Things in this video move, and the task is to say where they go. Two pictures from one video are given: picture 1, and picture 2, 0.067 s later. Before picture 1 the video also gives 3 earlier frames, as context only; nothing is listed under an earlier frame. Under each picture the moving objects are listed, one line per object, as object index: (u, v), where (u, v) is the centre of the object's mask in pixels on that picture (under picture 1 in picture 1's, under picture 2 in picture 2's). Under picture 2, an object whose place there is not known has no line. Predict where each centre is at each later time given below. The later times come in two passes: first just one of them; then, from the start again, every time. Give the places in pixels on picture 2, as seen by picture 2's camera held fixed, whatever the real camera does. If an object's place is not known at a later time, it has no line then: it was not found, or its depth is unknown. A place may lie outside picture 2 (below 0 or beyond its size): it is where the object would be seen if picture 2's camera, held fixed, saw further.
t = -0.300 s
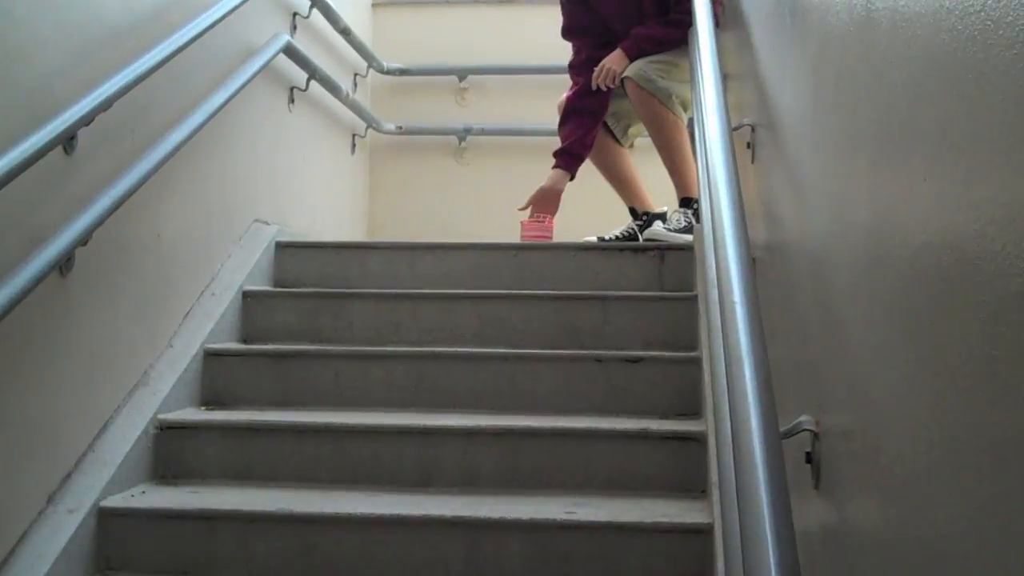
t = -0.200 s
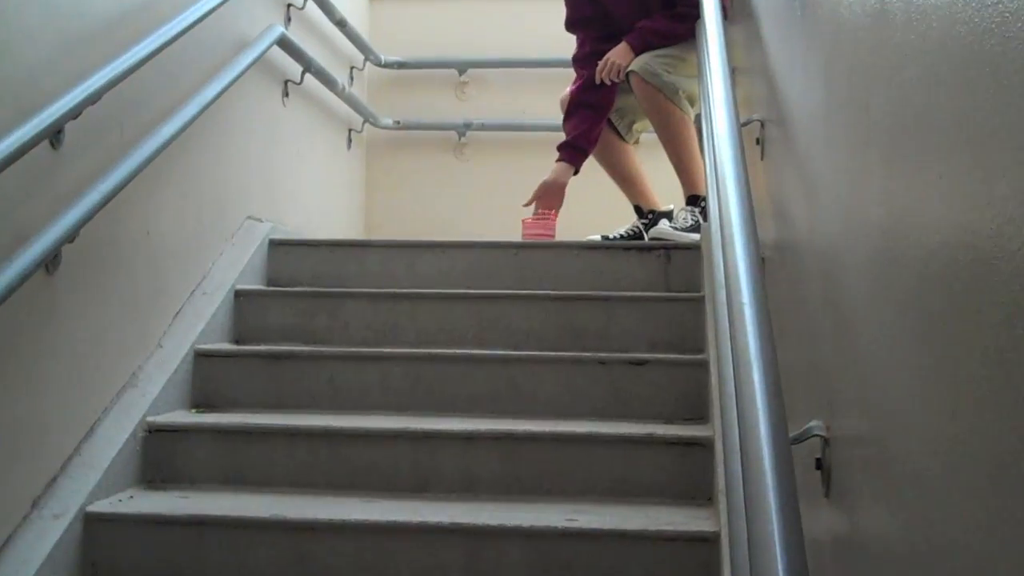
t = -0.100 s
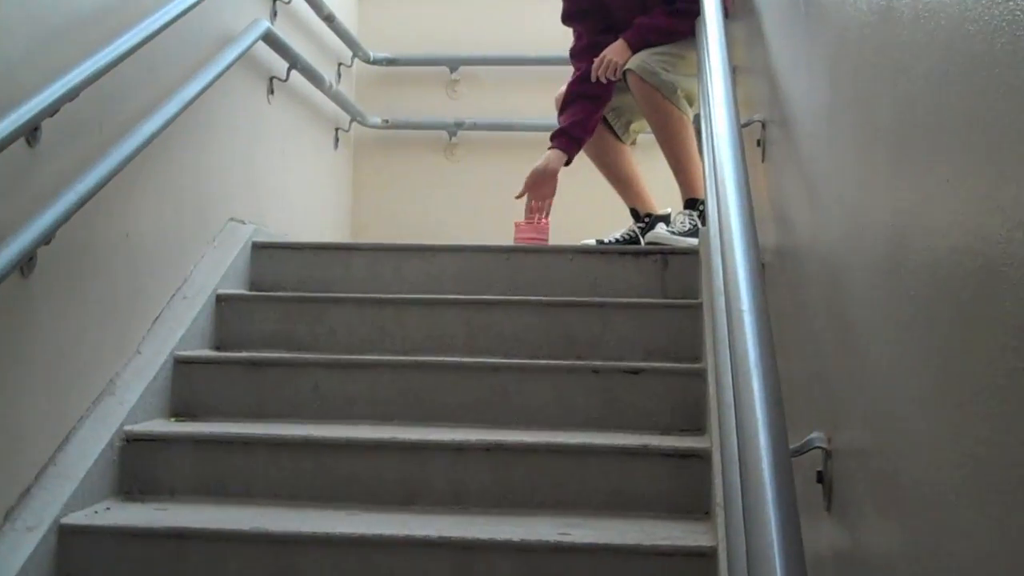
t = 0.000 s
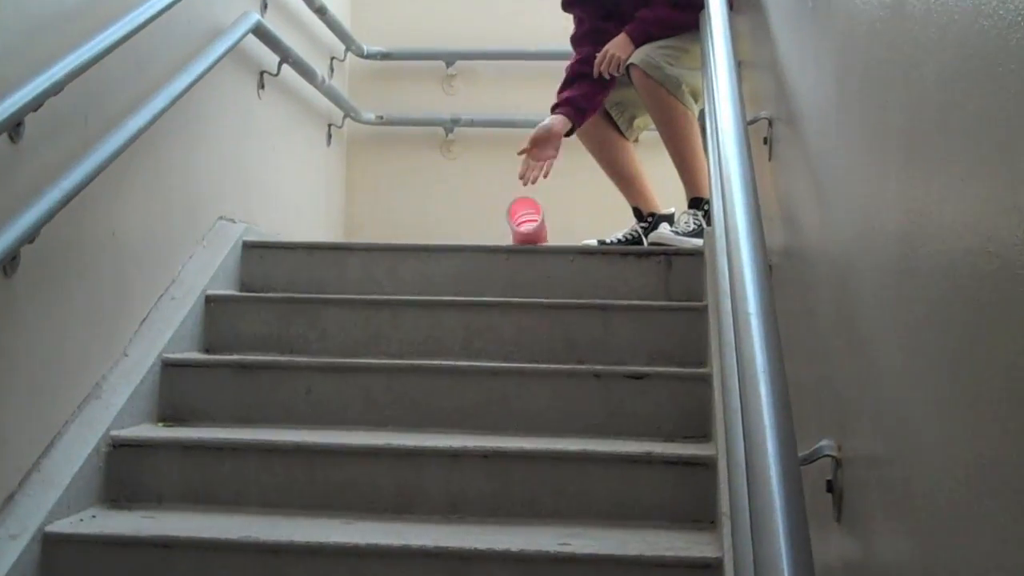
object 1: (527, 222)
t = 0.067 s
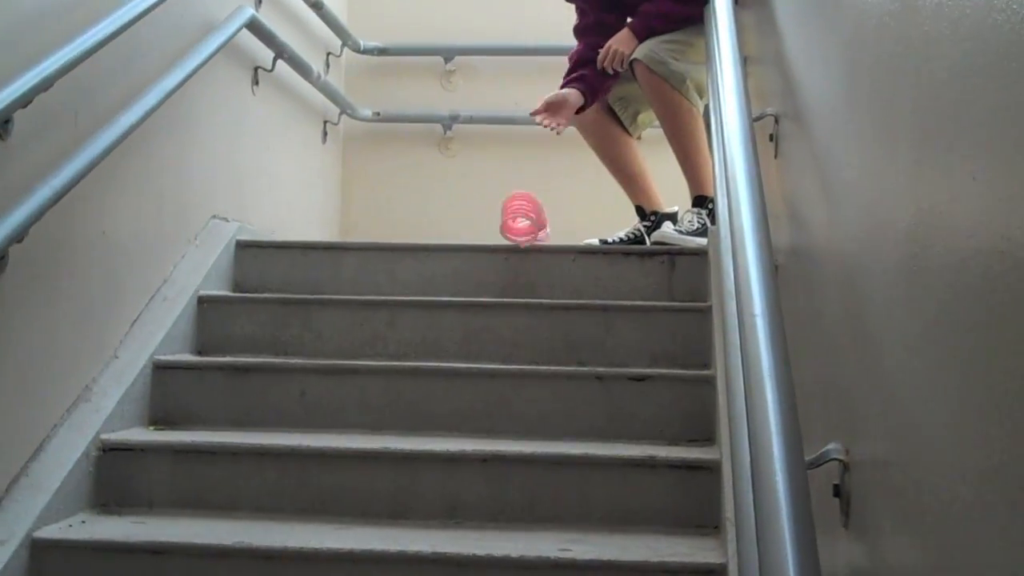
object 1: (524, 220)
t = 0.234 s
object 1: (515, 252)
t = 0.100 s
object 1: (521, 225)
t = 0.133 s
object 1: (518, 234)
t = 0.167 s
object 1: (515, 246)
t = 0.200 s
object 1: (515, 250)
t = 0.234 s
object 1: (515, 252)
